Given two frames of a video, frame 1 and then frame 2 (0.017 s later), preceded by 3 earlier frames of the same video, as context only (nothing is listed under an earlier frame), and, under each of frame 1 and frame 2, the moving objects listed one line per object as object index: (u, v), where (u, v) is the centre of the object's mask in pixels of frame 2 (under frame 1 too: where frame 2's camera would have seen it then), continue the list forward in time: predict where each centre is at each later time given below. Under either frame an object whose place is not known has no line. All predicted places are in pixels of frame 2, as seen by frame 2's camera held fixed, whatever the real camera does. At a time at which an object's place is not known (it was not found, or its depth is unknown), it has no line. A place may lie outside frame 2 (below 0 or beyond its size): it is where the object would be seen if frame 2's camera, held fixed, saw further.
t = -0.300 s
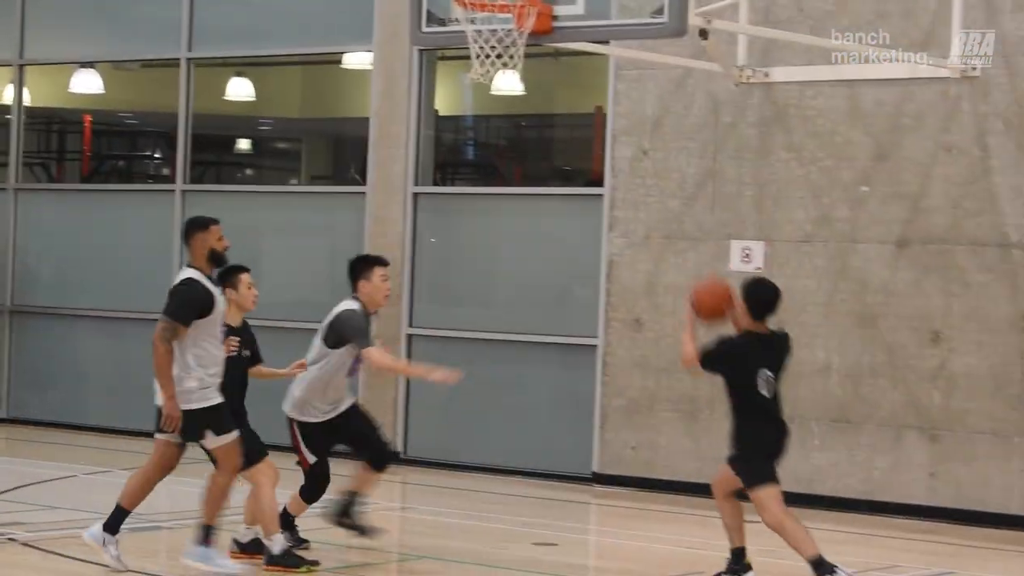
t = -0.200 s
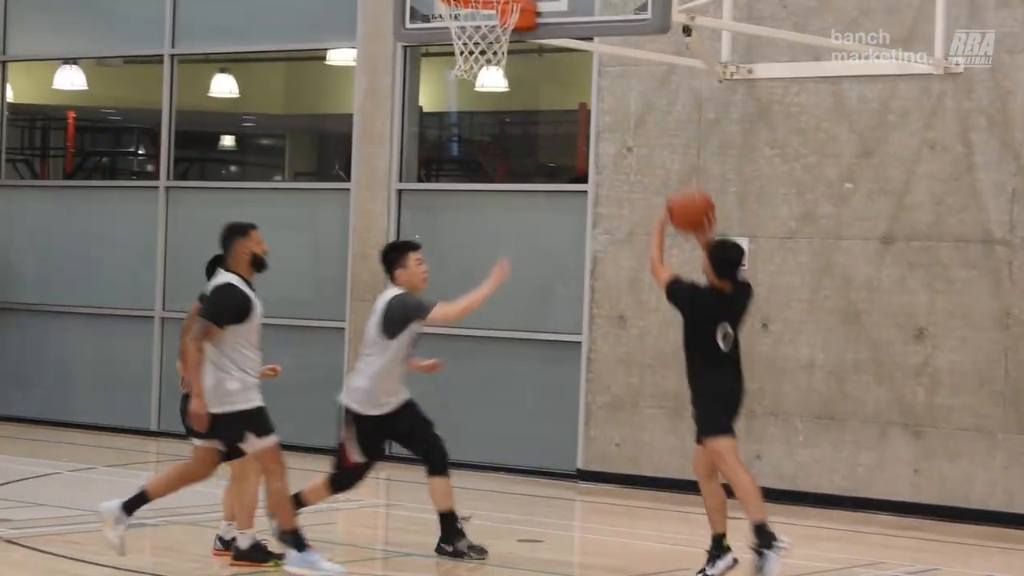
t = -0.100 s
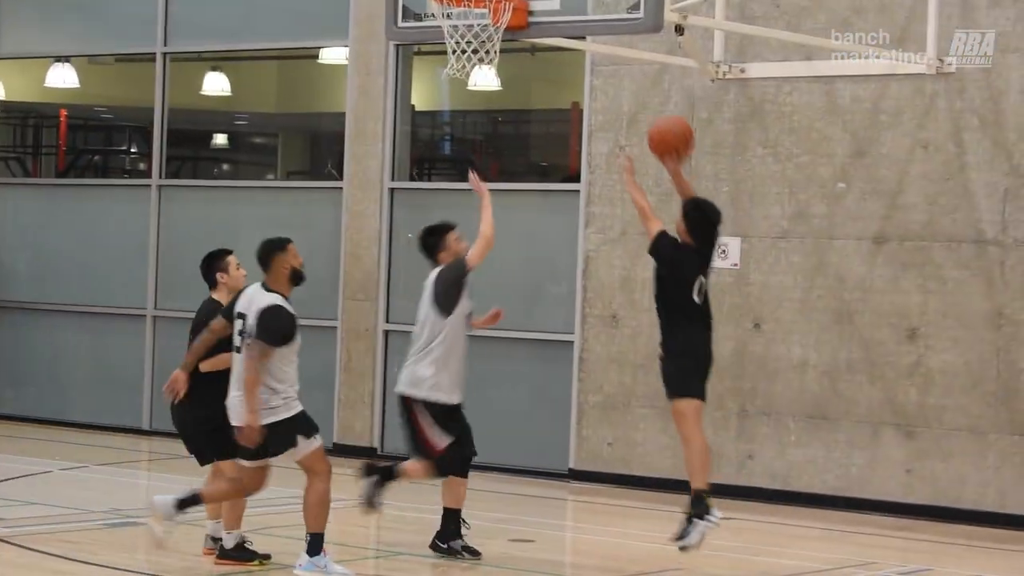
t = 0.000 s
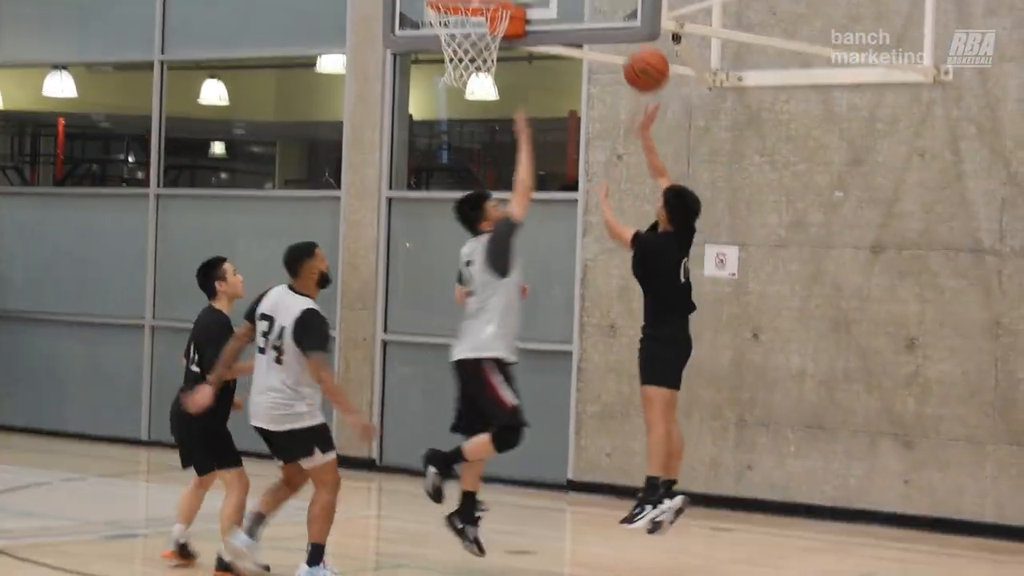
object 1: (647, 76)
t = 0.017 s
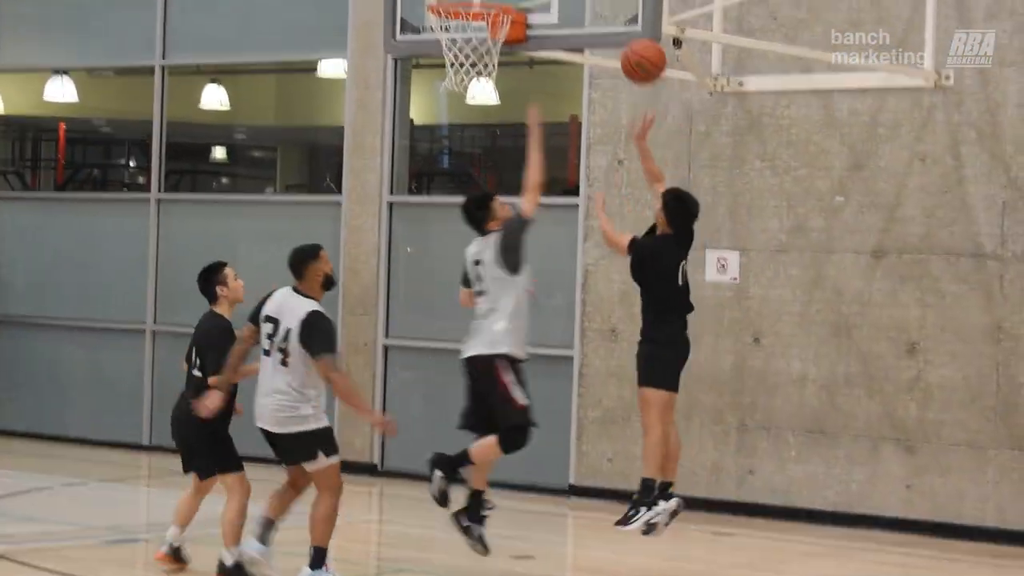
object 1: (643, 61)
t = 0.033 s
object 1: (640, 48)
